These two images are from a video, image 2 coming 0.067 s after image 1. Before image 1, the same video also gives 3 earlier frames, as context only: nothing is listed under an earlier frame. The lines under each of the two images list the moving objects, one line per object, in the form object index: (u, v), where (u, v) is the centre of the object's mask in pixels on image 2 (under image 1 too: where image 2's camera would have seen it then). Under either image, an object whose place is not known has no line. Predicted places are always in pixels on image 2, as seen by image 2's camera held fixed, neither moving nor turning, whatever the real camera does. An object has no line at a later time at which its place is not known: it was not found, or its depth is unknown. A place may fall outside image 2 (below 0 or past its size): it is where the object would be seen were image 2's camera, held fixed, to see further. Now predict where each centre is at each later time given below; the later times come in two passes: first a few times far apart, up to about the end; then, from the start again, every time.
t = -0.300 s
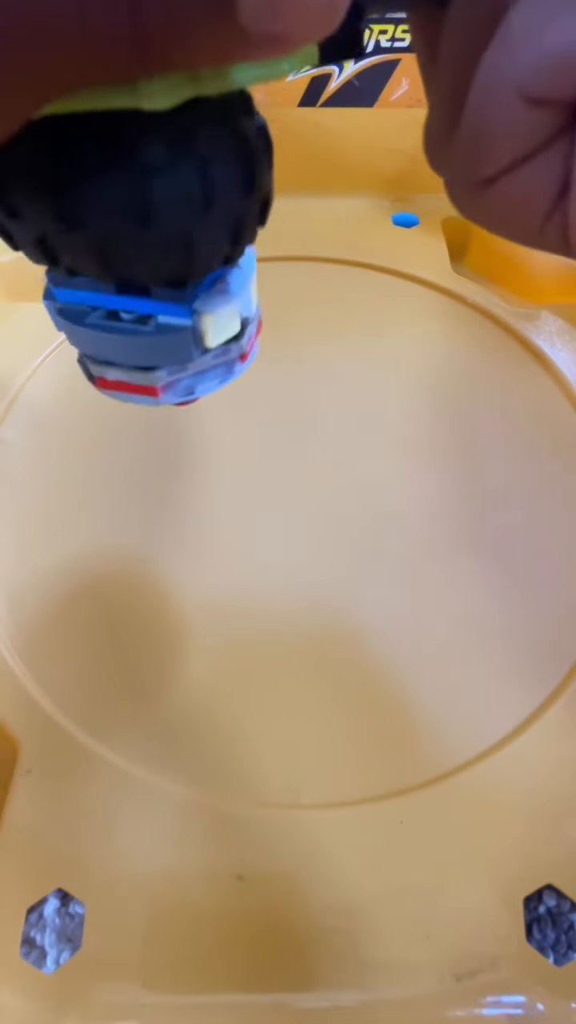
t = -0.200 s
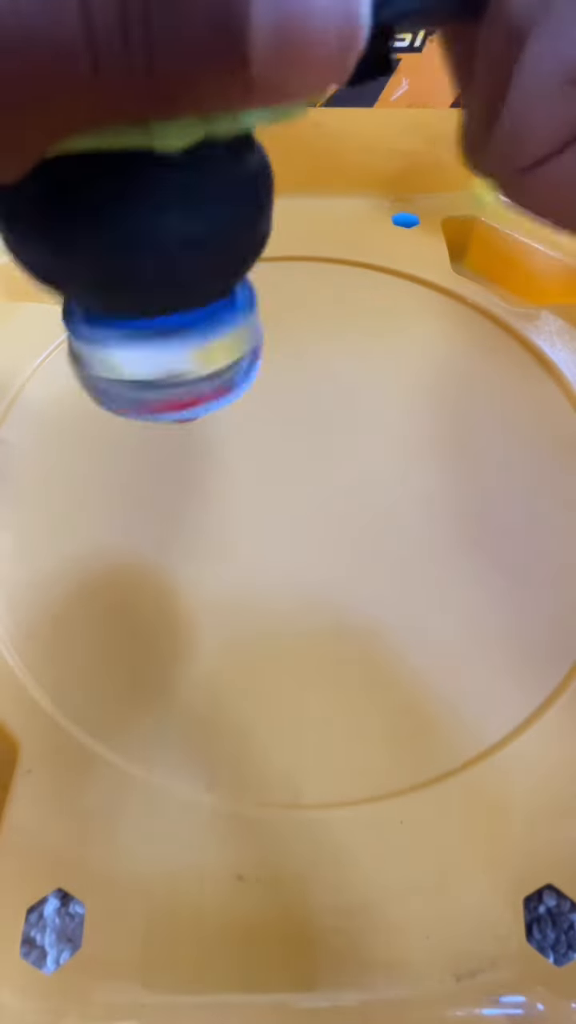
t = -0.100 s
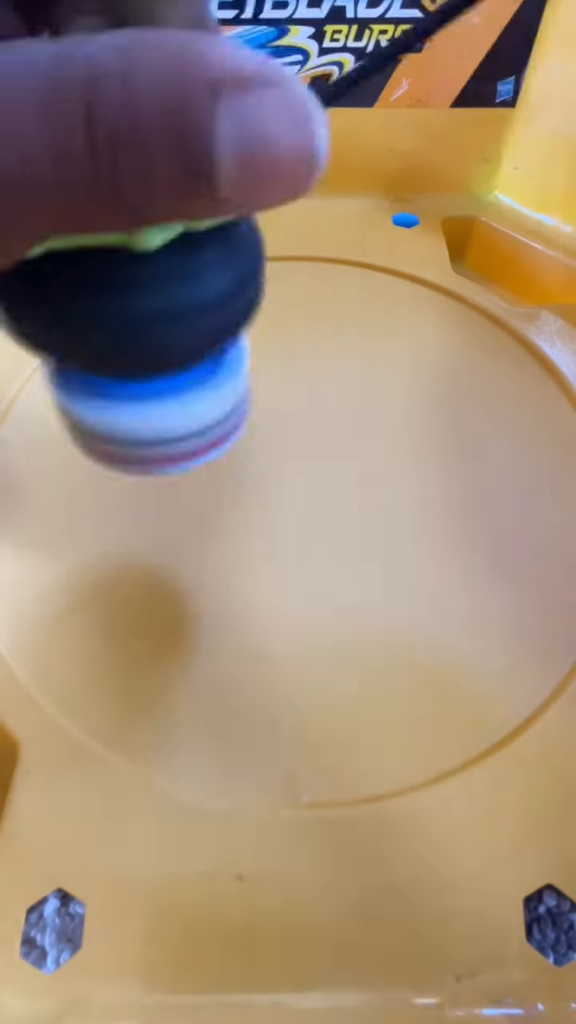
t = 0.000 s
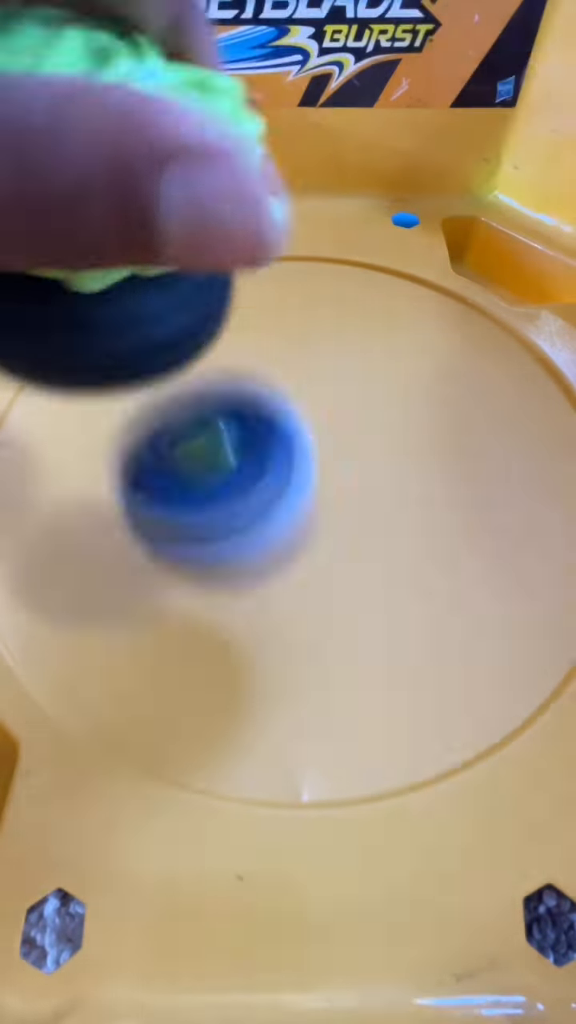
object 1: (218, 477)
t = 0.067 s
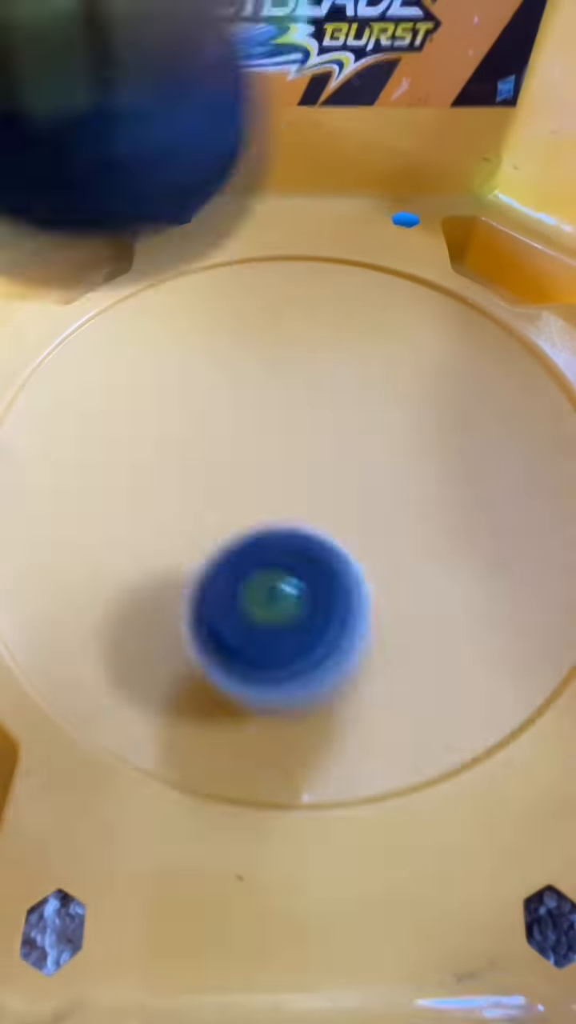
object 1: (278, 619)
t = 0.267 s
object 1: (496, 682)
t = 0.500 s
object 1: (443, 474)
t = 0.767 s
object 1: (162, 413)
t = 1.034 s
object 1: (61, 516)
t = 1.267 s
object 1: (234, 504)
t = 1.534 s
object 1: (340, 342)
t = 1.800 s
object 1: (275, 275)
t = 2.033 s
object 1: (262, 380)
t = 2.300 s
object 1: (405, 505)
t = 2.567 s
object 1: (488, 481)
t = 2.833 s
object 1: (342, 452)
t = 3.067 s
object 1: (203, 473)
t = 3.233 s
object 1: (160, 494)
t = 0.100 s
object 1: (316, 647)
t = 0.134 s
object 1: (355, 687)
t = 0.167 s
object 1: (396, 712)
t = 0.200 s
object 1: (443, 726)
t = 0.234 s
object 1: (480, 717)
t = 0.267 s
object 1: (496, 682)
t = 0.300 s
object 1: (506, 644)
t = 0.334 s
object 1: (511, 610)
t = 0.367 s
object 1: (511, 577)
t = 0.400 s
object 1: (505, 546)
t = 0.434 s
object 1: (495, 518)
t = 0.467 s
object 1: (472, 494)
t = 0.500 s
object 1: (443, 474)
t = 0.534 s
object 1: (410, 456)
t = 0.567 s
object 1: (376, 440)
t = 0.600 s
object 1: (339, 428)
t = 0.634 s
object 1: (303, 419)
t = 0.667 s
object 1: (267, 413)
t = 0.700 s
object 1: (231, 410)
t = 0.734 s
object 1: (196, 409)
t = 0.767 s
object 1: (162, 413)
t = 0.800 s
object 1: (131, 419)
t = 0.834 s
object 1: (100, 427)
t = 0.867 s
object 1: (77, 439)
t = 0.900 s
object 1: (65, 453)
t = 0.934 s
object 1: (57, 469)
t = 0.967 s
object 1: (55, 485)
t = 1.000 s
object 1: (56, 501)
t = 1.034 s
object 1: (61, 516)
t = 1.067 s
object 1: (71, 529)
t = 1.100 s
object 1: (87, 536)
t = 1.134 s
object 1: (113, 540)
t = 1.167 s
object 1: (144, 537)
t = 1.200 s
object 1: (175, 529)
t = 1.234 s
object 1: (205, 518)
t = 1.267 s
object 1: (234, 504)
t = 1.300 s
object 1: (260, 487)
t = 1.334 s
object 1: (283, 467)
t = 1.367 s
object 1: (303, 447)
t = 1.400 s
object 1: (317, 426)
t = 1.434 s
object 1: (328, 405)
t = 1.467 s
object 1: (335, 383)
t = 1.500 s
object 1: (339, 362)
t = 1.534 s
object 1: (340, 342)
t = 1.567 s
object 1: (338, 324)
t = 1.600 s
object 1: (334, 309)
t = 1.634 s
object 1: (327, 295)
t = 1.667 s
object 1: (319, 285)
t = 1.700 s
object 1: (309, 277)
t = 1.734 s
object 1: (298, 273)
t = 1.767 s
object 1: (287, 272)
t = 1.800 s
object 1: (275, 275)
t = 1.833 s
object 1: (265, 283)
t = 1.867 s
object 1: (257, 294)
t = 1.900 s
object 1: (252, 308)
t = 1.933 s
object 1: (250, 324)
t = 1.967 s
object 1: (251, 341)
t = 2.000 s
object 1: (255, 360)
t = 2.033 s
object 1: (262, 380)
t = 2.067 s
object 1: (272, 399)
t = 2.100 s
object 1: (285, 419)
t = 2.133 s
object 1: (300, 438)
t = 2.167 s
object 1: (319, 455)
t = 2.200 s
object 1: (339, 472)
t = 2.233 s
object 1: (360, 486)
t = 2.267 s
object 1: (384, 497)
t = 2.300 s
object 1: (405, 505)
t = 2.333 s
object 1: (426, 509)
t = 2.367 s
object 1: (446, 511)
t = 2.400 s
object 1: (462, 510)
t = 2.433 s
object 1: (476, 508)
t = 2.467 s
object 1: (486, 503)
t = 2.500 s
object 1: (491, 496)
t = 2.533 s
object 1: (492, 489)
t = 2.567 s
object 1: (488, 481)
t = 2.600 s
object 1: (478, 473)
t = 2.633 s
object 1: (464, 466)
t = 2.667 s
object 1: (448, 459)
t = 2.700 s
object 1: (428, 455)
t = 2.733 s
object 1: (409, 452)
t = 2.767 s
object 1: (387, 451)
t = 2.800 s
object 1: (366, 452)
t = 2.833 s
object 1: (342, 452)
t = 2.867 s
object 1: (320, 453)
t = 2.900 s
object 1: (297, 455)
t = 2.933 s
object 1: (274, 457)
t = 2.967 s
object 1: (255, 461)
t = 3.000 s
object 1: (235, 465)
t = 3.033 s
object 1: (219, 470)
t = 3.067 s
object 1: (203, 473)
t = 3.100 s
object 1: (189, 479)
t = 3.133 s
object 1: (178, 483)
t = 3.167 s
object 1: (169, 487)
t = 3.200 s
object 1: (162, 490)
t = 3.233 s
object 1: (160, 494)
